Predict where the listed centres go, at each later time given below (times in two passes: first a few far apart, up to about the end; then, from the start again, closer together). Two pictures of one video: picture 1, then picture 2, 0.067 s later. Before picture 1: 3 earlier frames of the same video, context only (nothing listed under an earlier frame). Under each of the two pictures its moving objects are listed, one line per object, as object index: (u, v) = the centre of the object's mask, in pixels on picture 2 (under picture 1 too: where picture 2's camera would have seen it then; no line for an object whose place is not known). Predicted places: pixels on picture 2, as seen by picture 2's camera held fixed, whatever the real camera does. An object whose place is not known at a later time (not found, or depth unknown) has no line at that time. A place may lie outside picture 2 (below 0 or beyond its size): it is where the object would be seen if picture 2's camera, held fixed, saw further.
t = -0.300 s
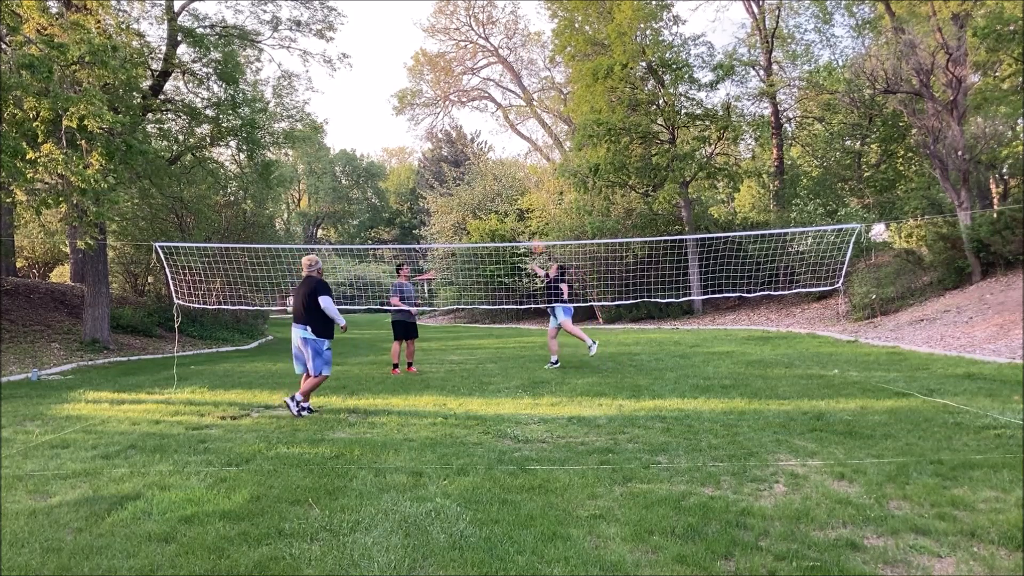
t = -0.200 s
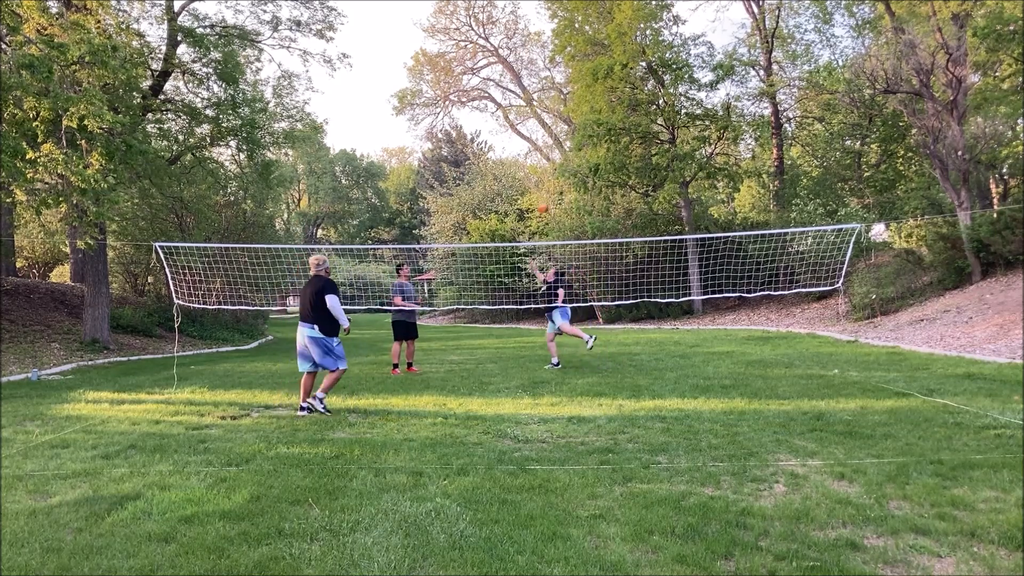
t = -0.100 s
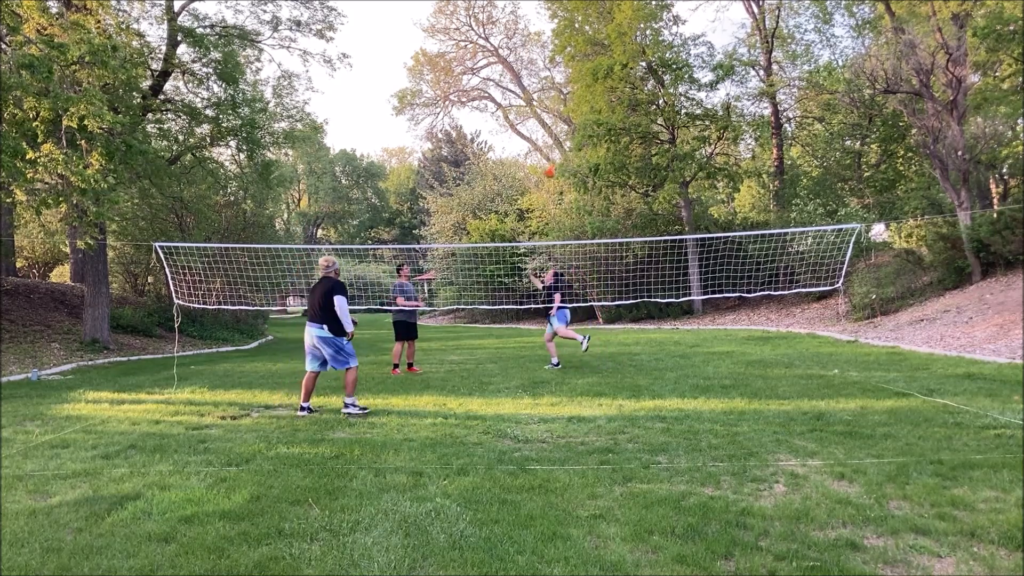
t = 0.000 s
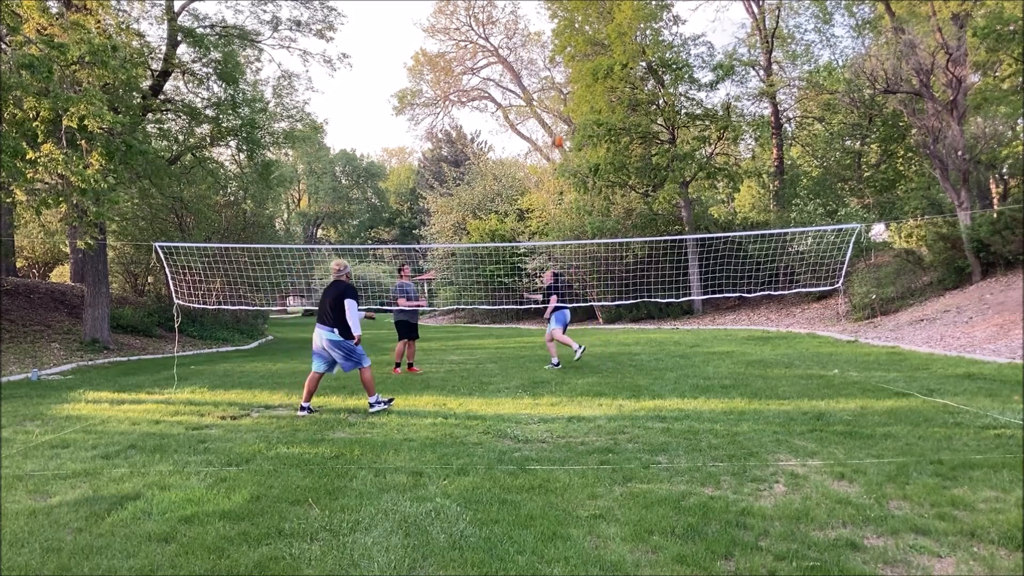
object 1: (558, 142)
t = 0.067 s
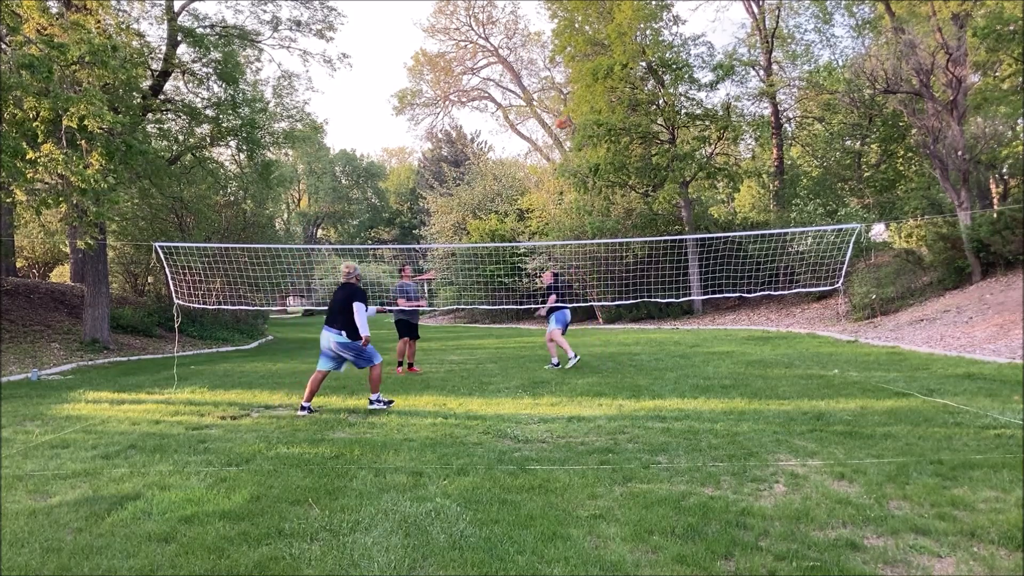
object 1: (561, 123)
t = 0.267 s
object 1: (578, 84)
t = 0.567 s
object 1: (608, 72)
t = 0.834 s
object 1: (640, 115)
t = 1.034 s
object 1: (669, 187)
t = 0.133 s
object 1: (567, 108)
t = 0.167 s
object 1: (570, 101)
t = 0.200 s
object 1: (573, 94)
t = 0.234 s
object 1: (575, 89)
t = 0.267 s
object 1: (578, 84)
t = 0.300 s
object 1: (582, 80)
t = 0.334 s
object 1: (586, 76)
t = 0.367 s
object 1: (588, 74)
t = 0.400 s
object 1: (591, 72)
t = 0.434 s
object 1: (595, 70)
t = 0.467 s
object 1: (599, 70)
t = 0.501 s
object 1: (601, 70)
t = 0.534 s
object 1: (605, 71)
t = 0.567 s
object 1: (608, 72)
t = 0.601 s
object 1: (612, 74)
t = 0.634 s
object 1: (616, 77)
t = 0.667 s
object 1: (620, 82)
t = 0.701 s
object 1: (624, 86)
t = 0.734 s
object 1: (628, 93)
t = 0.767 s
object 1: (632, 100)
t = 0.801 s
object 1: (637, 107)
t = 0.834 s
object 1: (640, 115)
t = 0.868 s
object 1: (646, 124)
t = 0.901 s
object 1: (650, 135)
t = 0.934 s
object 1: (655, 146)
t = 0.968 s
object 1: (660, 158)
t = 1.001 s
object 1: (665, 172)
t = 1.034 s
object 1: (669, 187)
